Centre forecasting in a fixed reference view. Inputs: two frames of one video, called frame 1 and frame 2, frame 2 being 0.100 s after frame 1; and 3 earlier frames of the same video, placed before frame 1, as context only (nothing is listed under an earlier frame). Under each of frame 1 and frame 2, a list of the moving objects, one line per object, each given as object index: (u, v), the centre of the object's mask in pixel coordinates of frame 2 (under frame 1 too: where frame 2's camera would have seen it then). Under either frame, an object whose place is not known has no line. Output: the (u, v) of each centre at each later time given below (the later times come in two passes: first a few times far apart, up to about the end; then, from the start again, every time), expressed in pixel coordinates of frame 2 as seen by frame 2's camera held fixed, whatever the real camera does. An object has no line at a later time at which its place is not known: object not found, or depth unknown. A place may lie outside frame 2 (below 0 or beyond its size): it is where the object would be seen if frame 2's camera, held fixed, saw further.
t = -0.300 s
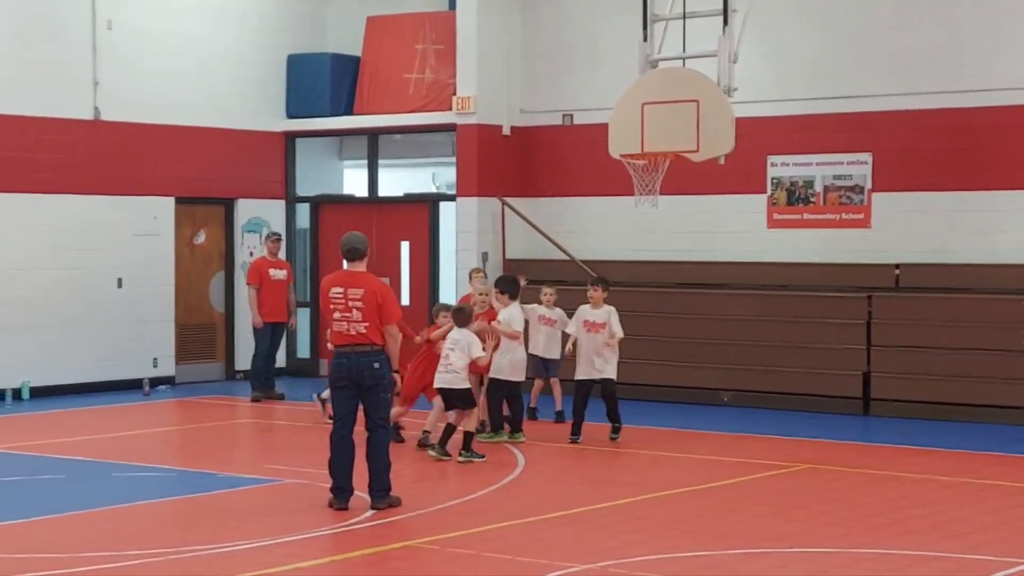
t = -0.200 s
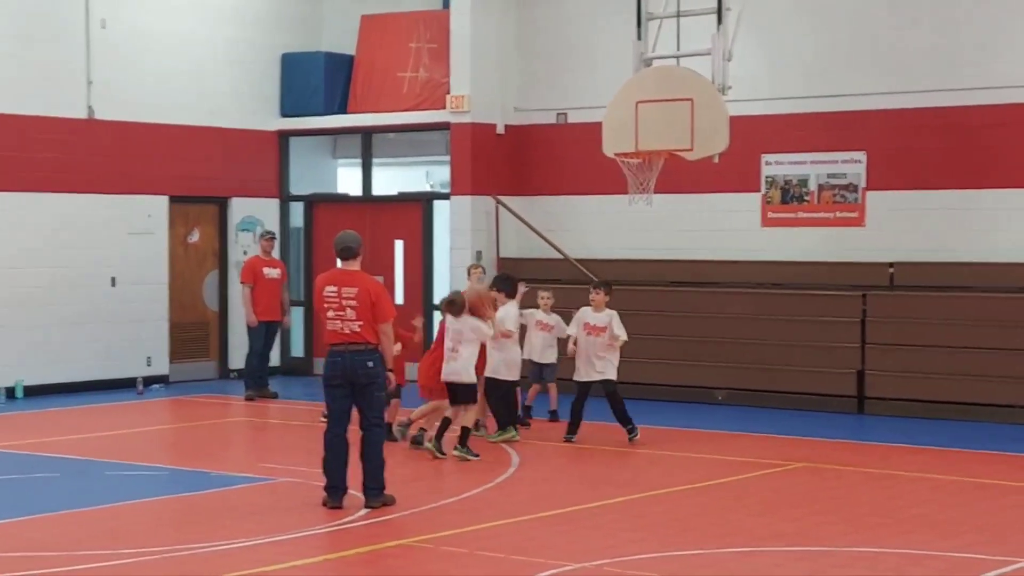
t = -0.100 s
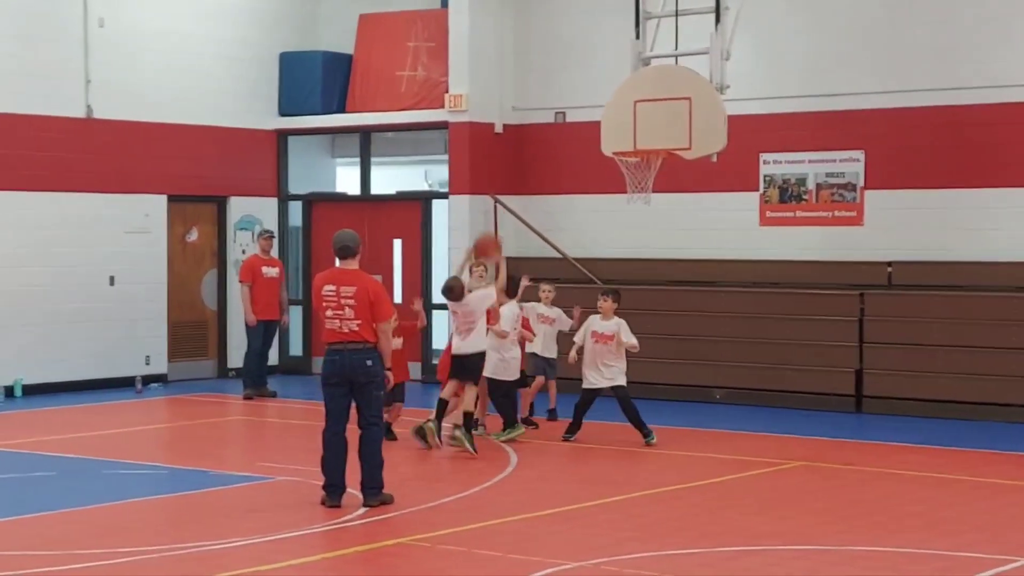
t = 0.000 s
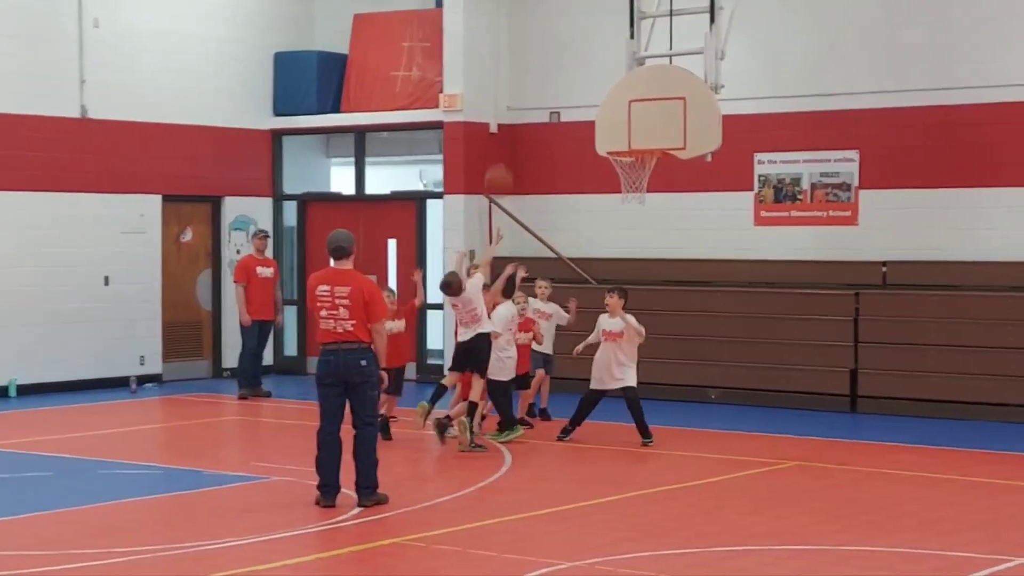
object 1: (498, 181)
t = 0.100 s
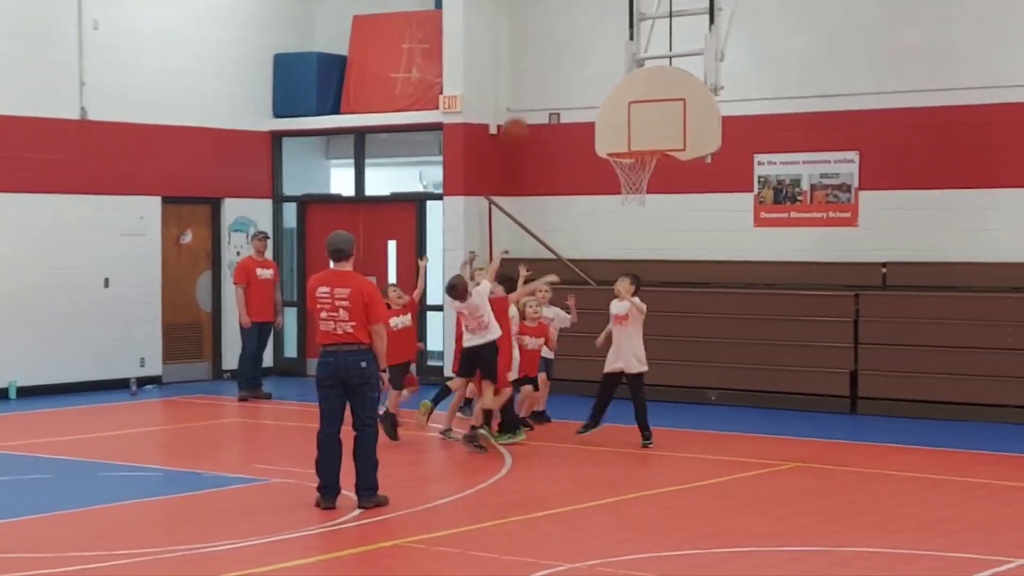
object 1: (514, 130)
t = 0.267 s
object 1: (542, 75)
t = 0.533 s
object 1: (581, 56)
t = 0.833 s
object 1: (621, 128)
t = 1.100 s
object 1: (644, 205)
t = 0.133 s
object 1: (521, 115)
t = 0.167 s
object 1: (526, 104)
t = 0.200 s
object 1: (531, 93)
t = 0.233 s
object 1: (537, 83)
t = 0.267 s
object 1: (542, 75)
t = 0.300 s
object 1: (547, 68)
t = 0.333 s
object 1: (552, 62)
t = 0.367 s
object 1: (557, 58)
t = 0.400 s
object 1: (562, 55)
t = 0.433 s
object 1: (567, 53)
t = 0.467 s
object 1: (571, 53)
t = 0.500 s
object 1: (576, 54)
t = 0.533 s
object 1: (581, 56)
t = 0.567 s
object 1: (585, 59)
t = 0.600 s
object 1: (590, 63)
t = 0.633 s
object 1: (594, 69)
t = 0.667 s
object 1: (599, 76)
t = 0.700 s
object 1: (603, 83)
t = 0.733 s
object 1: (608, 93)
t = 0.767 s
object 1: (612, 103)
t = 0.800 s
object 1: (617, 115)
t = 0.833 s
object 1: (621, 128)
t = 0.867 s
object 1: (625, 140)
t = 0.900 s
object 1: (629, 146)
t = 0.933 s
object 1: (635, 165)
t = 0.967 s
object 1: (638, 174)
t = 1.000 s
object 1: (637, 191)
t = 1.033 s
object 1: (641, 190)
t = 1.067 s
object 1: (643, 196)
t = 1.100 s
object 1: (644, 205)
